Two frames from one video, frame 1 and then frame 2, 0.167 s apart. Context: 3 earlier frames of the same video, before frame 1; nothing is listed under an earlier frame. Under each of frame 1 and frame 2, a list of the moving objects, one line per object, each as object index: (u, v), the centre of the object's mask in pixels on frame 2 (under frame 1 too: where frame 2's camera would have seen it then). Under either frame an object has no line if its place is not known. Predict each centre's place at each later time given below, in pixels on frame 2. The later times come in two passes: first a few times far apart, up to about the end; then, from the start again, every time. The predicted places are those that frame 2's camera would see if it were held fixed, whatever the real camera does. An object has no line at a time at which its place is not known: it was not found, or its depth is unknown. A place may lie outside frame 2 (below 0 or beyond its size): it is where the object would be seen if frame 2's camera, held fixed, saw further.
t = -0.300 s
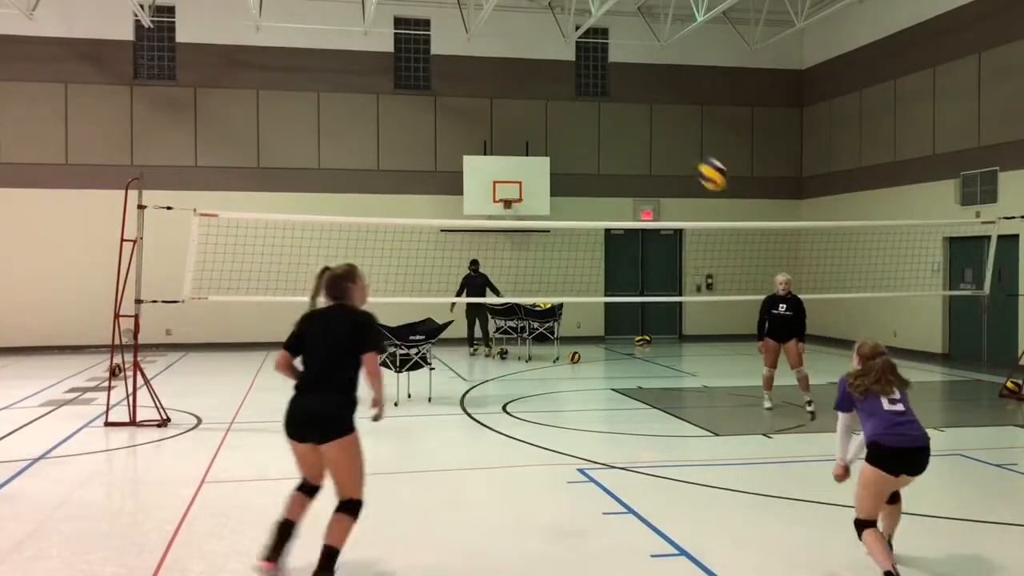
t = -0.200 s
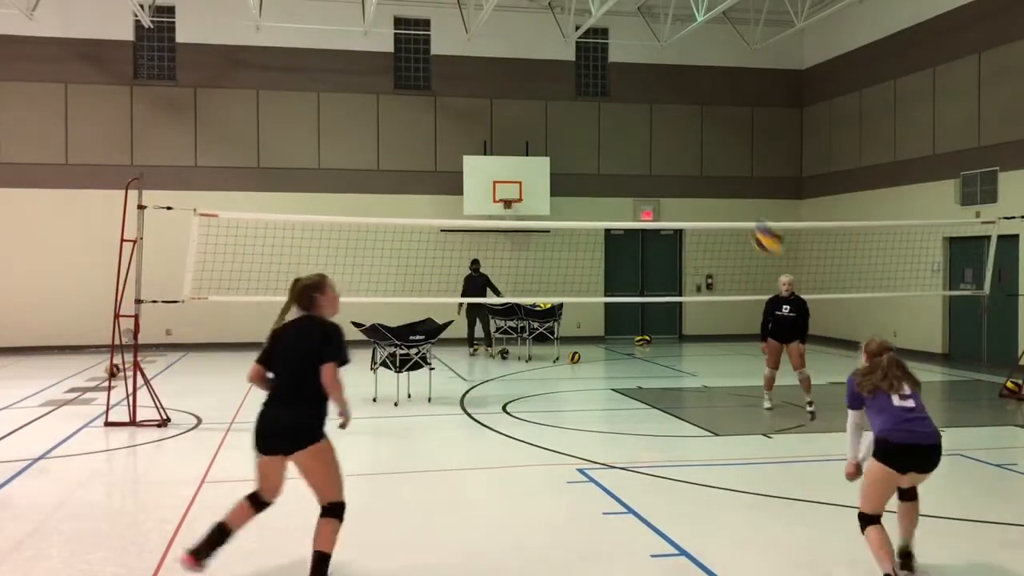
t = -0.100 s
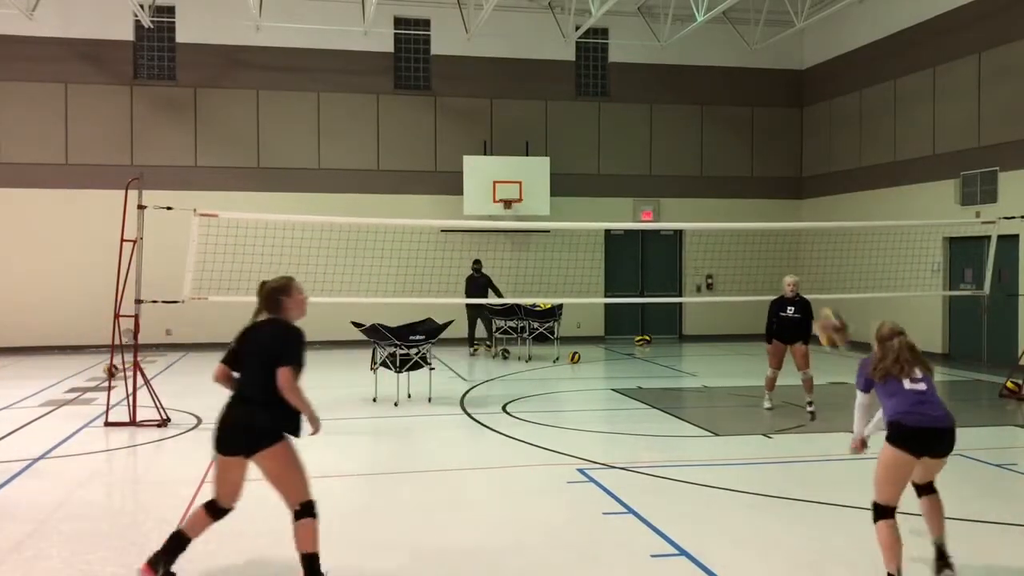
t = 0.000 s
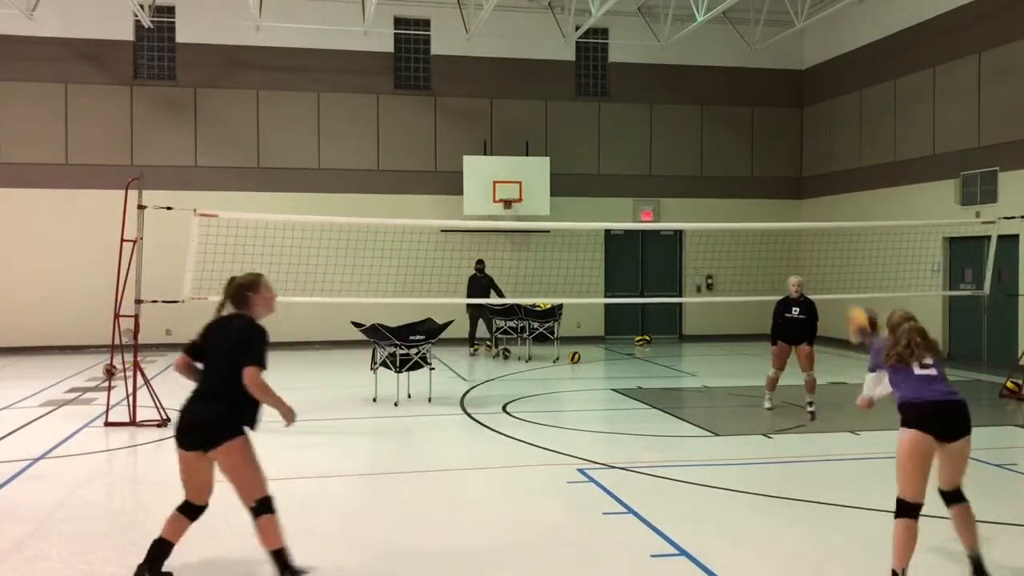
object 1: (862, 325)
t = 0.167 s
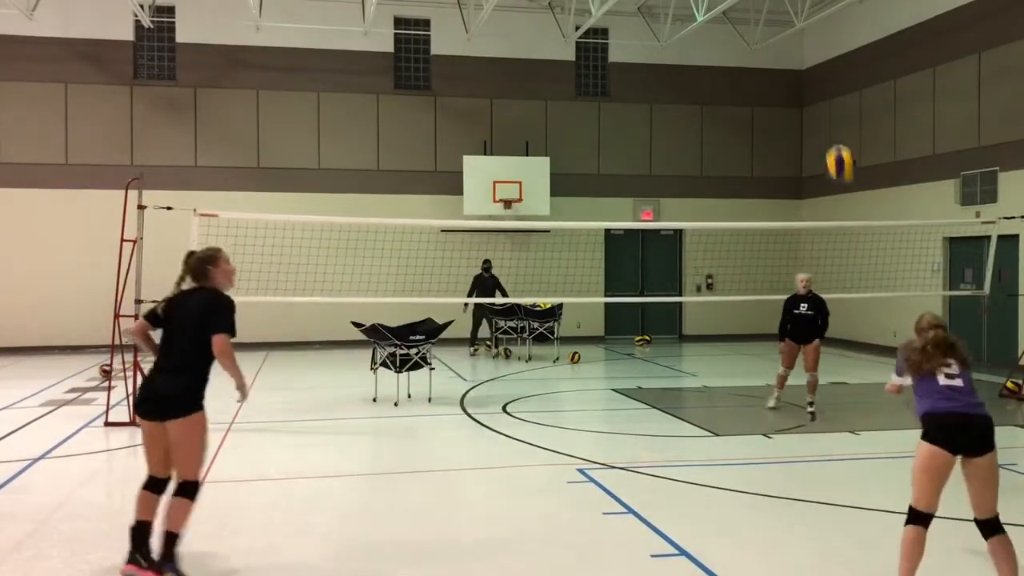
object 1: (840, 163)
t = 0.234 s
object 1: (832, 121)
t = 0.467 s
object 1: (809, 37)
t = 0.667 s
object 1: (794, 26)
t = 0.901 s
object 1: (779, 64)
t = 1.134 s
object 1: (769, 144)
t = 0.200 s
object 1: (836, 141)
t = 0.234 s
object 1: (832, 121)
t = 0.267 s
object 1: (828, 104)
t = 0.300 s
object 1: (824, 87)
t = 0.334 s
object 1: (821, 74)
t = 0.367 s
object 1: (818, 63)
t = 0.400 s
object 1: (815, 53)
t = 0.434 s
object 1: (812, 44)
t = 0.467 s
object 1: (809, 37)
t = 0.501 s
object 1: (806, 33)
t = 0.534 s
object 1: (803, 29)
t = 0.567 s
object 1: (801, 27)
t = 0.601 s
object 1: (798, 25)
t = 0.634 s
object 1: (796, 25)
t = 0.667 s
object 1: (794, 26)
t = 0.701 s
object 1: (791, 29)
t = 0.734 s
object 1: (789, 33)
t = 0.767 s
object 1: (787, 37)
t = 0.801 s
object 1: (785, 42)
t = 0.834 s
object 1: (783, 48)
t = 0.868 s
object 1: (782, 55)
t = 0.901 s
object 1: (779, 64)
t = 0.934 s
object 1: (777, 73)
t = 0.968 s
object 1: (775, 83)
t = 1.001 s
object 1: (774, 94)
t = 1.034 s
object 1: (773, 106)
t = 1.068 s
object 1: (772, 118)
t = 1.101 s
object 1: (770, 131)
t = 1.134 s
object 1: (769, 144)
